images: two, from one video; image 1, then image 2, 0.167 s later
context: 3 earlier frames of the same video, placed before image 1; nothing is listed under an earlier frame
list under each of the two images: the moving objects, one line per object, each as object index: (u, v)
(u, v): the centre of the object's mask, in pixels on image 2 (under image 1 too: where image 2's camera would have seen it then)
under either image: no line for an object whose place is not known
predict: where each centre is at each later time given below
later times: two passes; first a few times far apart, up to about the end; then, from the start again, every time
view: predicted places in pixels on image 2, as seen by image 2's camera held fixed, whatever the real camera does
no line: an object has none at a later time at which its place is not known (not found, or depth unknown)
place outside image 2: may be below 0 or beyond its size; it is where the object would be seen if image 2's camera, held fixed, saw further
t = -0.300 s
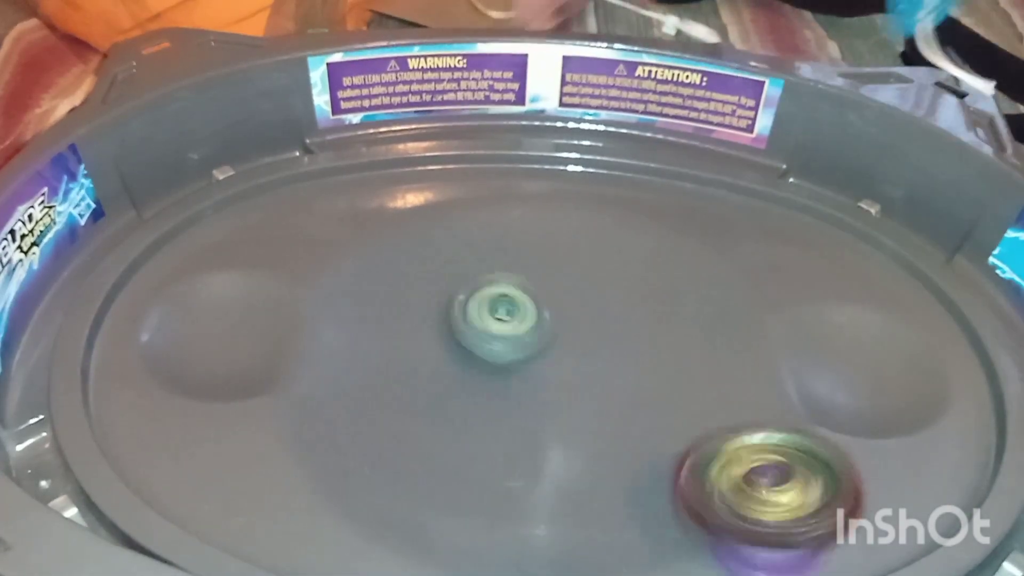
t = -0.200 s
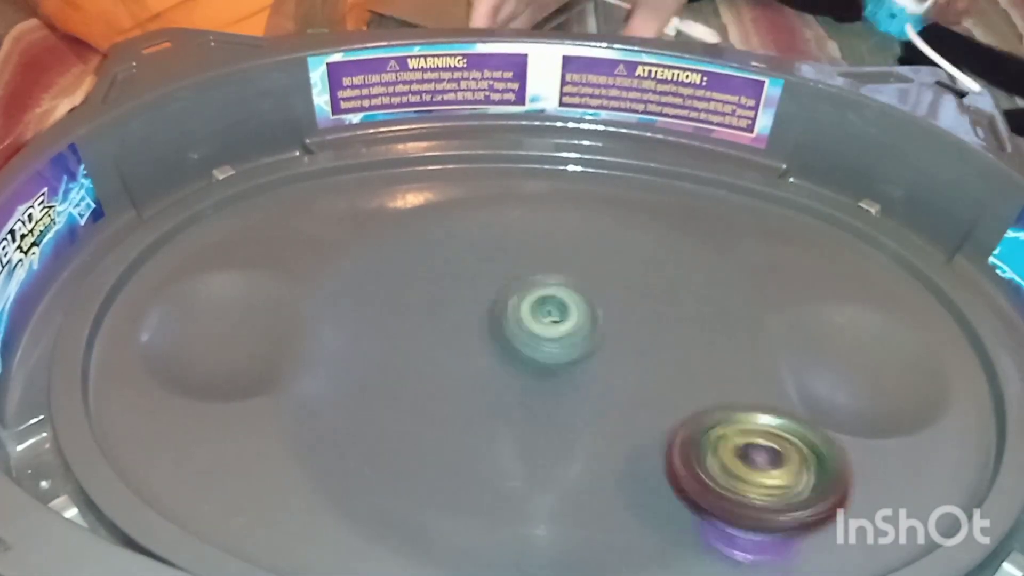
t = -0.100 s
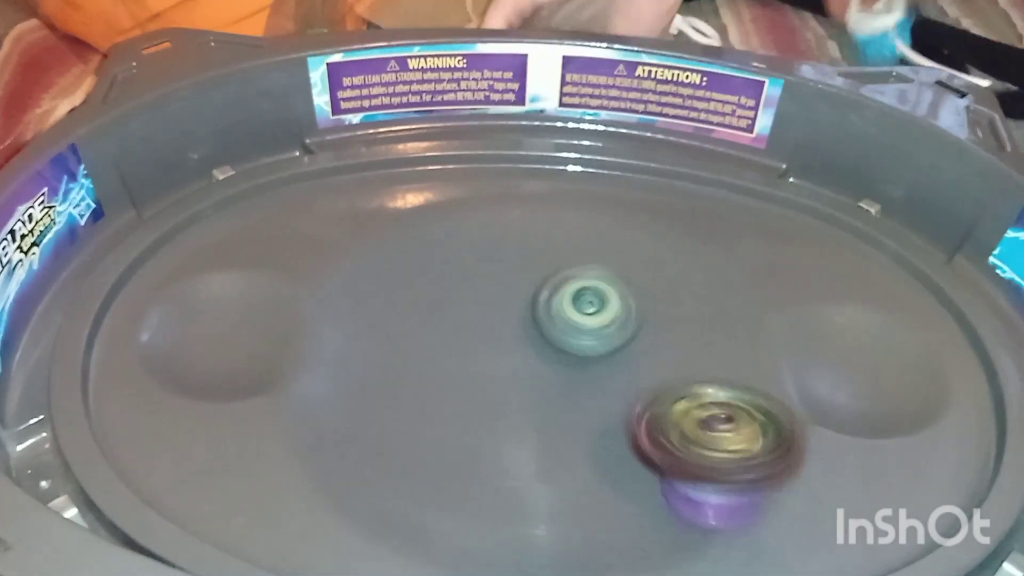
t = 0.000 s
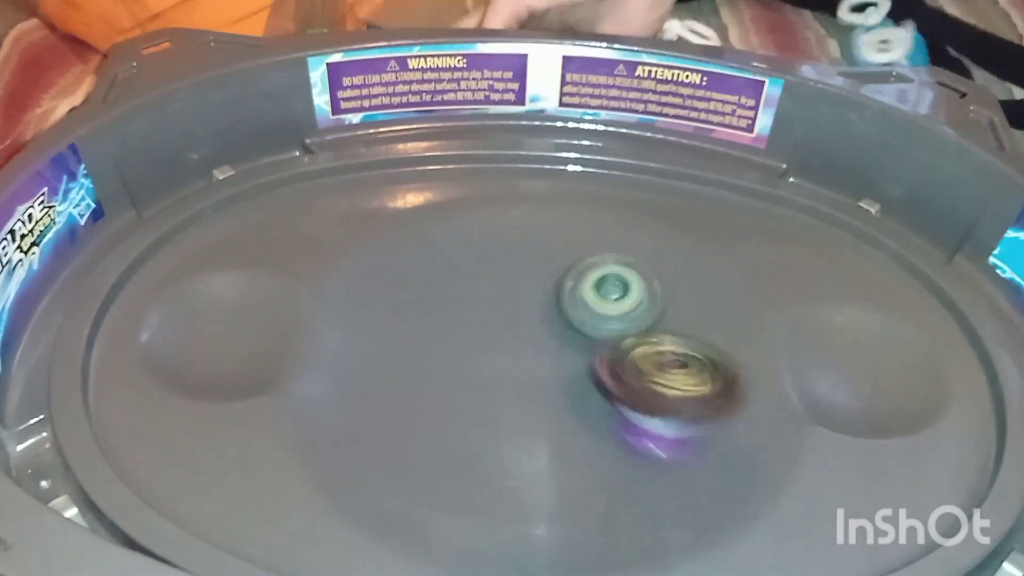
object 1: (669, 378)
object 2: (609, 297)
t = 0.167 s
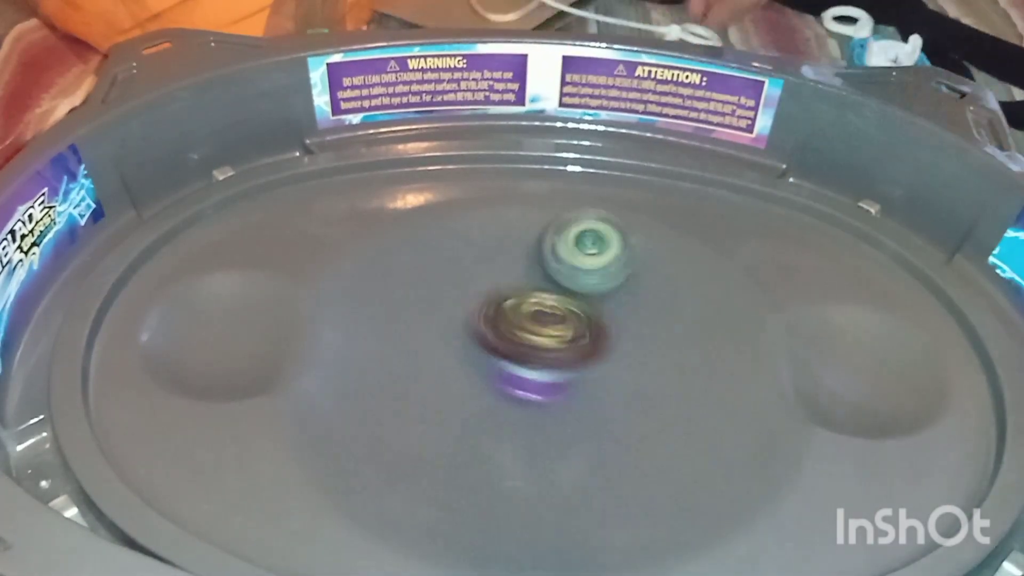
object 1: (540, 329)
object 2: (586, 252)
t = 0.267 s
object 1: (460, 309)
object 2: (558, 268)
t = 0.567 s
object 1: (372, 333)
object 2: (597, 394)
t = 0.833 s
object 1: (568, 351)
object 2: (683, 427)
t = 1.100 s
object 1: (648, 260)
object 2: (624, 405)
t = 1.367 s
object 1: (568, 296)
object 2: (475, 395)
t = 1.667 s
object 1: (605, 385)
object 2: (393, 343)
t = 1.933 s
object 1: (611, 381)
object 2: (468, 309)
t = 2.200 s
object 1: (525, 372)
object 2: (585, 294)
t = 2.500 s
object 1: (485, 352)
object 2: (663, 352)
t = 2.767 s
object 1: (534, 327)
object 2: (629, 423)
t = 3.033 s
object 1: (592, 323)
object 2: (511, 426)
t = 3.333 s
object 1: (585, 355)
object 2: (452, 345)
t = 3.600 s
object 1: (527, 373)
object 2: (500, 286)
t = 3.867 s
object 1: (503, 353)
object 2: (593, 303)
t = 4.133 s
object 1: (522, 320)
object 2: (642, 379)
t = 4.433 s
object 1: (561, 327)
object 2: (565, 432)
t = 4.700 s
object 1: (612, 346)
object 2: (471, 397)
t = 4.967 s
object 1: (589, 375)
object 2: (526, 324)
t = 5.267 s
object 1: (524, 379)
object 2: (619, 266)
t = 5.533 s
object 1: (501, 310)
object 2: (626, 384)
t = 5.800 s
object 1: (519, 320)
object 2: (675, 424)
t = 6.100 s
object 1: (528, 371)
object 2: (653, 378)
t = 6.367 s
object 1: (519, 377)
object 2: (633, 399)
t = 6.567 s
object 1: (552, 346)
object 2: (635, 399)
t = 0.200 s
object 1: (513, 323)
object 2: (576, 254)
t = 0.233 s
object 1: (485, 315)
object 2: (566, 259)
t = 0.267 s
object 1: (460, 309)
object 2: (558, 268)
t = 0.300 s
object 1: (435, 304)
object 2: (552, 283)
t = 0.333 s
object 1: (415, 299)
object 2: (549, 298)
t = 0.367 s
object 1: (394, 298)
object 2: (549, 316)
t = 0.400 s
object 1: (377, 298)
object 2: (553, 330)
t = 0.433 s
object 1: (365, 300)
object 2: (558, 344)
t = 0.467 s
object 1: (359, 304)
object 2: (565, 359)
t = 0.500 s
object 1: (357, 312)
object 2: (575, 373)
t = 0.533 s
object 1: (361, 323)
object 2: (586, 384)
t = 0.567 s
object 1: (372, 333)
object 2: (597, 394)
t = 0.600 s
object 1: (389, 342)
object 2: (608, 402)
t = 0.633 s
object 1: (412, 351)
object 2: (619, 410)
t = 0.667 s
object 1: (436, 357)
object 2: (628, 416)
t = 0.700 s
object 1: (458, 360)
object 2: (639, 421)
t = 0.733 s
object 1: (486, 362)
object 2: (649, 423)
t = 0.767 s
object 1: (515, 363)
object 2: (659, 424)
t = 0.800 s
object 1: (545, 361)
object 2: (670, 425)
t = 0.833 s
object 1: (568, 351)
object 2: (683, 427)
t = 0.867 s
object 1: (585, 343)
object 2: (698, 424)
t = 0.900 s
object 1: (604, 331)
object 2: (703, 419)
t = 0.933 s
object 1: (620, 322)
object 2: (702, 412)
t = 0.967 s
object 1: (635, 307)
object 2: (693, 407)
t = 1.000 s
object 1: (643, 293)
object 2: (680, 407)
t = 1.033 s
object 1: (647, 281)
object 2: (662, 405)
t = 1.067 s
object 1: (649, 269)
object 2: (644, 405)
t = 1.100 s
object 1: (648, 260)
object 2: (624, 405)
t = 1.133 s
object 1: (644, 254)
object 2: (605, 405)
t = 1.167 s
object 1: (636, 251)
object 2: (584, 405)
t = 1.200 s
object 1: (628, 251)
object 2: (564, 405)
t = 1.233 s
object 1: (616, 254)
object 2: (547, 404)
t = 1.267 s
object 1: (604, 262)
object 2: (528, 403)
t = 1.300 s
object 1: (591, 272)
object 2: (507, 401)
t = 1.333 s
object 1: (580, 283)
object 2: (490, 398)
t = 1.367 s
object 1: (568, 296)
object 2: (475, 395)
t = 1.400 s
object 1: (556, 309)
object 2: (461, 391)
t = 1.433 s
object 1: (548, 322)
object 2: (445, 387)
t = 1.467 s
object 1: (550, 335)
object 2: (426, 382)
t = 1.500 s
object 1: (558, 346)
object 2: (411, 374)
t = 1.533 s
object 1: (566, 355)
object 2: (403, 368)
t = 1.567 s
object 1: (578, 365)
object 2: (396, 362)
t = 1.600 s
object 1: (587, 372)
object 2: (393, 355)
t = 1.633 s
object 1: (596, 379)
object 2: (392, 349)
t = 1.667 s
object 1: (605, 385)
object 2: (393, 343)
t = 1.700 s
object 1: (612, 387)
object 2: (397, 338)
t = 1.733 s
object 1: (618, 392)
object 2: (405, 333)
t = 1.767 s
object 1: (624, 393)
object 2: (413, 329)
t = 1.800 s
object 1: (625, 393)
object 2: (424, 324)
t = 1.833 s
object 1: (626, 394)
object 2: (433, 320)
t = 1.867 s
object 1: (624, 389)
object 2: (445, 315)
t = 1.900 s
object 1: (617, 385)
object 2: (456, 310)
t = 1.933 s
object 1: (611, 381)
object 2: (468, 309)
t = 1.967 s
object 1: (603, 376)
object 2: (484, 306)
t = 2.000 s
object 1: (593, 371)
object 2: (498, 304)
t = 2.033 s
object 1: (582, 365)
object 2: (510, 298)
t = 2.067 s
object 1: (567, 366)
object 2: (526, 291)
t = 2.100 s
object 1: (554, 368)
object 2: (542, 287)
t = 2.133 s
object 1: (547, 370)
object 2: (555, 289)
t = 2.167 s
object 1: (535, 372)
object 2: (570, 290)
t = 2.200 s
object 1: (525, 372)
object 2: (585, 294)
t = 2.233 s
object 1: (518, 372)
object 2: (597, 297)
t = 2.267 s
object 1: (509, 370)
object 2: (606, 299)
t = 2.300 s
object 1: (503, 369)
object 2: (618, 304)
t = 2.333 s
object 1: (496, 368)
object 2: (628, 310)
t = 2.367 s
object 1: (490, 366)
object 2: (639, 317)
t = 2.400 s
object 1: (487, 362)
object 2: (647, 325)
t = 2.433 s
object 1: (484, 359)
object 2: (654, 332)
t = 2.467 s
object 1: (484, 356)
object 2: (658, 343)
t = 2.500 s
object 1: (485, 352)
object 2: (663, 352)
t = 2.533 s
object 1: (487, 350)
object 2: (665, 361)
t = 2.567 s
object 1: (491, 345)
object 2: (666, 371)
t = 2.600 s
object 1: (496, 343)
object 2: (664, 381)
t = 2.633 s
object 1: (503, 341)
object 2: (660, 390)
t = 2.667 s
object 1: (509, 337)
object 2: (654, 401)
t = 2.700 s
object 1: (517, 333)
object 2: (647, 408)
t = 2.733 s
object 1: (526, 330)
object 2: (637, 418)
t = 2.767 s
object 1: (534, 327)
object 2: (629, 423)
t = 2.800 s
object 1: (543, 325)
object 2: (615, 428)
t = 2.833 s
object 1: (551, 322)
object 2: (601, 433)
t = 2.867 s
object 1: (559, 321)
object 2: (586, 435)
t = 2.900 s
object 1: (567, 320)
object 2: (571, 436)
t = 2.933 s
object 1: (574, 320)
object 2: (556, 436)
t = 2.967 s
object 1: (581, 320)
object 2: (541, 434)
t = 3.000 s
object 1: (587, 321)
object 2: (526, 430)
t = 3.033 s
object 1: (592, 323)
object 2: (511, 426)
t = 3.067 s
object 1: (597, 325)
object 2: (499, 419)
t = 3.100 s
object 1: (599, 329)
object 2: (487, 411)
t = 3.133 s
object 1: (602, 331)
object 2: (476, 403)
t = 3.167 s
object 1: (602, 335)
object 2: (468, 395)
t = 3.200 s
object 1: (602, 338)
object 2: (462, 386)
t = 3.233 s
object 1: (600, 342)
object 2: (455, 374)
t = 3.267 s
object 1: (596, 347)
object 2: (450, 364)
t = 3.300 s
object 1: (592, 351)
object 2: (450, 356)
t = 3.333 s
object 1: (585, 355)
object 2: (452, 345)
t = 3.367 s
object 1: (579, 359)
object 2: (451, 333)
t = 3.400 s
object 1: (573, 362)
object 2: (453, 323)
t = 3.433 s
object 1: (565, 366)
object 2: (458, 316)
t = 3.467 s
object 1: (558, 368)
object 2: (463, 308)
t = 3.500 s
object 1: (550, 371)
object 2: (468, 300)
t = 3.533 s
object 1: (543, 373)
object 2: (477, 295)
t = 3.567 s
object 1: (534, 373)
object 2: (489, 290)
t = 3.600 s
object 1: (527, 373)
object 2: (500, 286)
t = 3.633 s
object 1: (521, 372)
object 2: (507, 284)
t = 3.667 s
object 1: (514, 371)
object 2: (520, 283)
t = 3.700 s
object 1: (509, 369)
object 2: (535, 284)
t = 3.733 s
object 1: (504, 367)
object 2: (545, 284)
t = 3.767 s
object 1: (502, 364)
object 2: (555, 287)
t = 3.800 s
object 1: (501, 361)
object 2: (569, 292)
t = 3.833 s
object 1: (502, 357)
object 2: (582, 298)
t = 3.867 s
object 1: (503, 353)
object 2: (593, 303)
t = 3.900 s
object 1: (506, 349)
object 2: (601, 312)
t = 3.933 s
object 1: (509, 345)
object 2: (611, 319)
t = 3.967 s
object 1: (513, 342)
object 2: (620, 328)
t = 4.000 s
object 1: (518, 336)
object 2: (629, 340)
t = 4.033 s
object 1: (517, 330)
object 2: (633, 350)
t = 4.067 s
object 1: (520, 325)
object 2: (637, 361)
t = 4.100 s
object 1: (521, 322)
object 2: (640, 369)
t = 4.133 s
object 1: (522, 320)
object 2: (642, 379)
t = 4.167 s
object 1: (526, 317)
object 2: (641, 388)
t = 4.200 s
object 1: (530, 315)
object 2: (637, 399)
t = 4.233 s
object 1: (533, 315)
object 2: (632, 406)
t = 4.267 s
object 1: (538, 315)
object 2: (627, 413)
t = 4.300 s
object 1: (542, 315)
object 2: (616, 421)
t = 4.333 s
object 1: (547, 317)
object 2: (606, 426)
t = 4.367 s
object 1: (551, 319)
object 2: (592, 430)
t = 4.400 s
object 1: (556, 322)
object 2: (580, 432)
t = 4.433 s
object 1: (561, 327)
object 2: (565, 432)
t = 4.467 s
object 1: (565, 331)
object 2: (553, 433)
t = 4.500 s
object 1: (569, 336)
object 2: (540, 430)
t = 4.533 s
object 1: (575, 341)
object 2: (521, 428)
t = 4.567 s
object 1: (591, 342)
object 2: (496, 425)
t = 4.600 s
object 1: (597, 346)
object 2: (483, 422)
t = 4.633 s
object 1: (600, 344)
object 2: (473, 414)
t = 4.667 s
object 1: (606, 343)
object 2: (472, 406)
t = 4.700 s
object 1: (612, 346)
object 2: (471, 397)
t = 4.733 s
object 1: (613, 347)
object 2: (473, 391)
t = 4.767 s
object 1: (616, 349)
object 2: (477, 384)
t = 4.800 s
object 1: (616, 353)
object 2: (481, 377)
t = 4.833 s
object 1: (614, 353)
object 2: (489, 373)
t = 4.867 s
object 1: (611, 354)
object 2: (495, 366)
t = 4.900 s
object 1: (607, 357)
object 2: (503, 366)
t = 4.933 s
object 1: (598, 367)
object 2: (507, 346)
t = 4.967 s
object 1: (589, 375)
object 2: (526, 324)
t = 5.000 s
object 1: (582, 379)
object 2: (547, 305)
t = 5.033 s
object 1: (581, 380)
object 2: (569, 289)
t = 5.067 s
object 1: (577, 385)
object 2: (580, 275)
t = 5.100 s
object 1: (566, 390)
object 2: (594, 262)
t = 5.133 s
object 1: (553, 391)
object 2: (606, 255)
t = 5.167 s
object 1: (545, 388)
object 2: (614, 251)
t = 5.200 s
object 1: (540, 387)
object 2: (618, 252)
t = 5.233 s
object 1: (535, 384)
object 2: (621, 254)
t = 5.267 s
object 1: (524, 379)
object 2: (619, 266)
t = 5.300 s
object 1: (517, 371)
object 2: (607, 274)
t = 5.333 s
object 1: (516, 363)
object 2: (602, 286)
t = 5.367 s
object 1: (517, 359)
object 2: (593, 298)
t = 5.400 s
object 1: (515, 354)
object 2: (589, 307)
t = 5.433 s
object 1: (514, 345)
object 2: (595, 321)
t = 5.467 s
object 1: (506, 335)
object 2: (602, 352)
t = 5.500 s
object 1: (500, 318)
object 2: (610, 365)
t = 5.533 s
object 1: (501, 310)
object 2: (626, 384)
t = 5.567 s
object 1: (508, 307)
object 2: (645, 399)
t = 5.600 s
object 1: (505, 314)
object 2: (659, 411)
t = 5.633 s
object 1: (500, 312)
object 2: (669, 421)
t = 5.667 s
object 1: (497, 307)
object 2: (678, 426)
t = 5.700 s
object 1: (500, 302)
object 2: (684, 426)
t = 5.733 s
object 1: (510, 303)
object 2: (685, 426)
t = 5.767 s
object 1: (518, 311)
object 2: (681, 425)
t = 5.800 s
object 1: (519, 320)
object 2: (675, 424)
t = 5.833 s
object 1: (518, 325)
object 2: (666, 420)
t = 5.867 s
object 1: (522, 328)
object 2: (656, 414)
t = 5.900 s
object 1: (530, 332)
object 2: (651, 407)
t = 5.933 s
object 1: (537, 341)
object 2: (645, 397)
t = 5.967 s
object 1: (537, 353)
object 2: (644, 389)
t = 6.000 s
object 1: (529, 362)
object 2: (648, 383)
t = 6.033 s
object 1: (526, 364)
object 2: (651, 380)
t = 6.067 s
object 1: (527, 367)
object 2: (652, 379)
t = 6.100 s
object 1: (528, 371)
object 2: (653, 378)
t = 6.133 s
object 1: (527, 376)
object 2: (653, 378)
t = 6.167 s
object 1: (521, 381)
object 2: (651, 380)
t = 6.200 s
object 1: (514, 382)
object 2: (646, 383)
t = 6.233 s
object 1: (511, 379)
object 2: (641, 385)
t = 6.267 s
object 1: (512, 377)
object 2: (638, 388)
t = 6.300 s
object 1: (515, 376)
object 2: (636, 391)
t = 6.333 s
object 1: (518, 377)
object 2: (635, 394)
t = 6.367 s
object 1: (519, 377)
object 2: (633, 399)
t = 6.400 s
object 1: (521, 374)
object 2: (633, 402)
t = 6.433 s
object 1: (526, 369)
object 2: (634, 403)
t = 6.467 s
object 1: (534, 365)
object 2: (635, 405)
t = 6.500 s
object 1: (541, 360)
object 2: (636, 405)
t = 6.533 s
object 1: (545, 352)
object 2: (635, 402)
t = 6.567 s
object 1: (552, 346)
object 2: (635, 399)
